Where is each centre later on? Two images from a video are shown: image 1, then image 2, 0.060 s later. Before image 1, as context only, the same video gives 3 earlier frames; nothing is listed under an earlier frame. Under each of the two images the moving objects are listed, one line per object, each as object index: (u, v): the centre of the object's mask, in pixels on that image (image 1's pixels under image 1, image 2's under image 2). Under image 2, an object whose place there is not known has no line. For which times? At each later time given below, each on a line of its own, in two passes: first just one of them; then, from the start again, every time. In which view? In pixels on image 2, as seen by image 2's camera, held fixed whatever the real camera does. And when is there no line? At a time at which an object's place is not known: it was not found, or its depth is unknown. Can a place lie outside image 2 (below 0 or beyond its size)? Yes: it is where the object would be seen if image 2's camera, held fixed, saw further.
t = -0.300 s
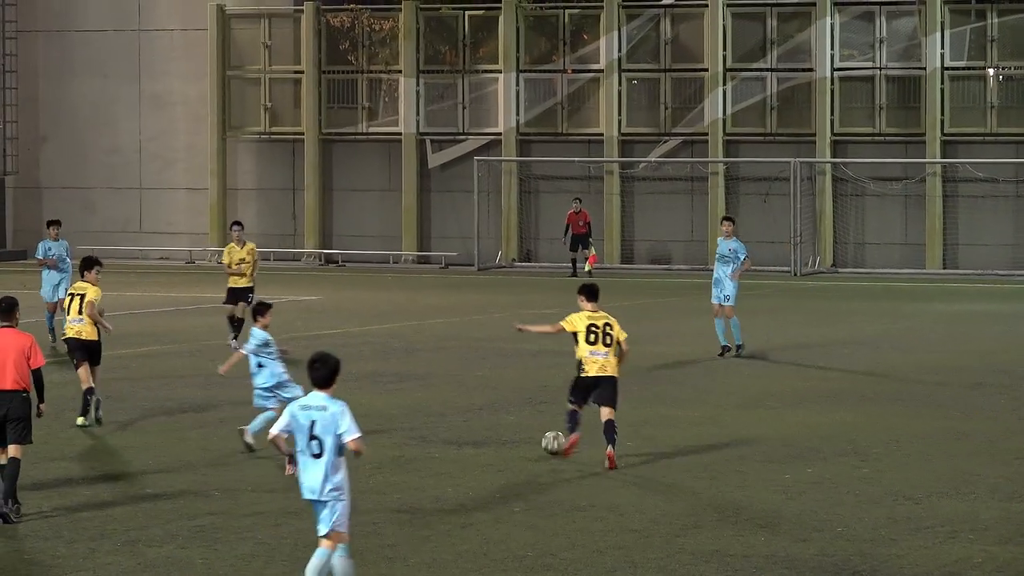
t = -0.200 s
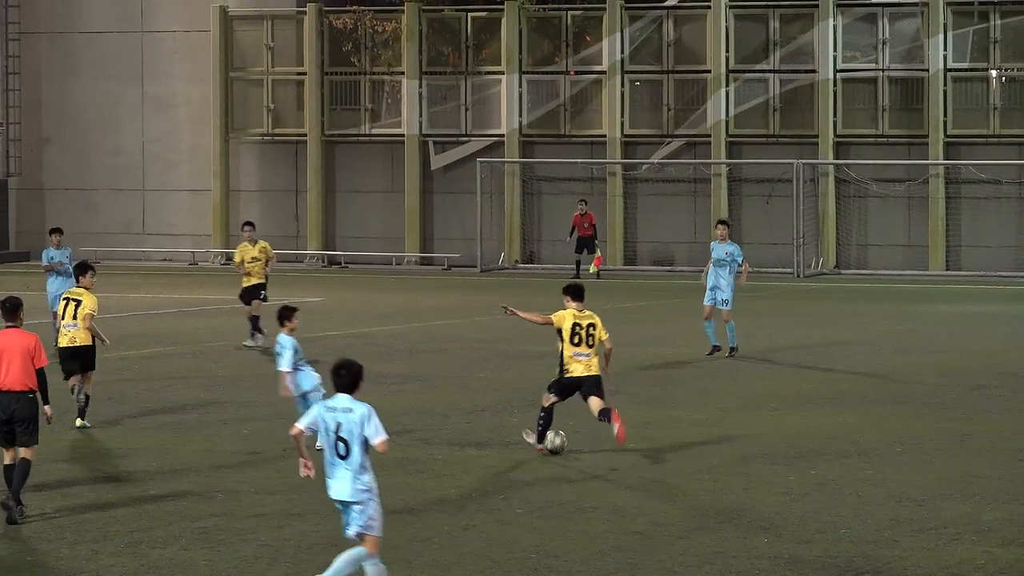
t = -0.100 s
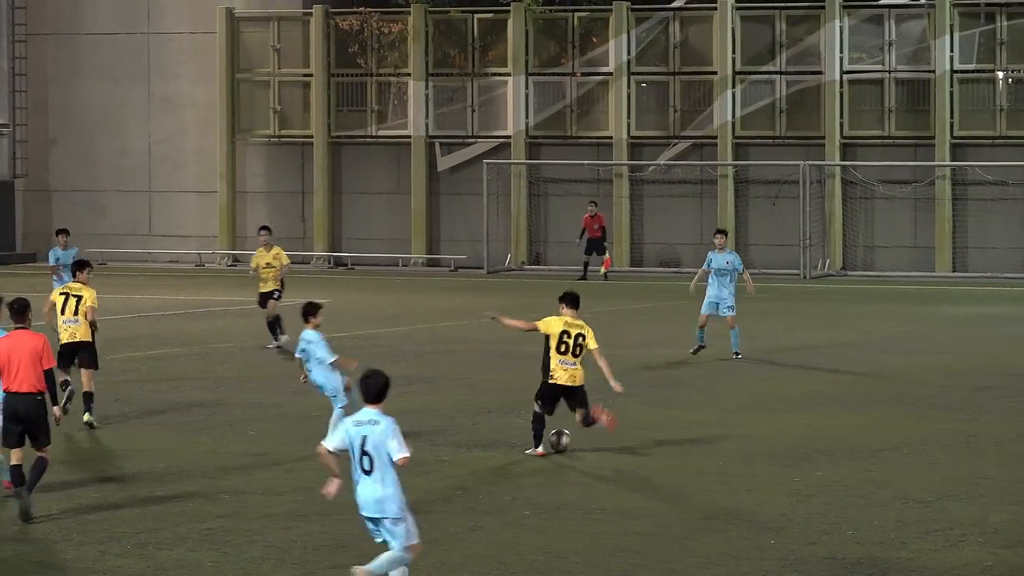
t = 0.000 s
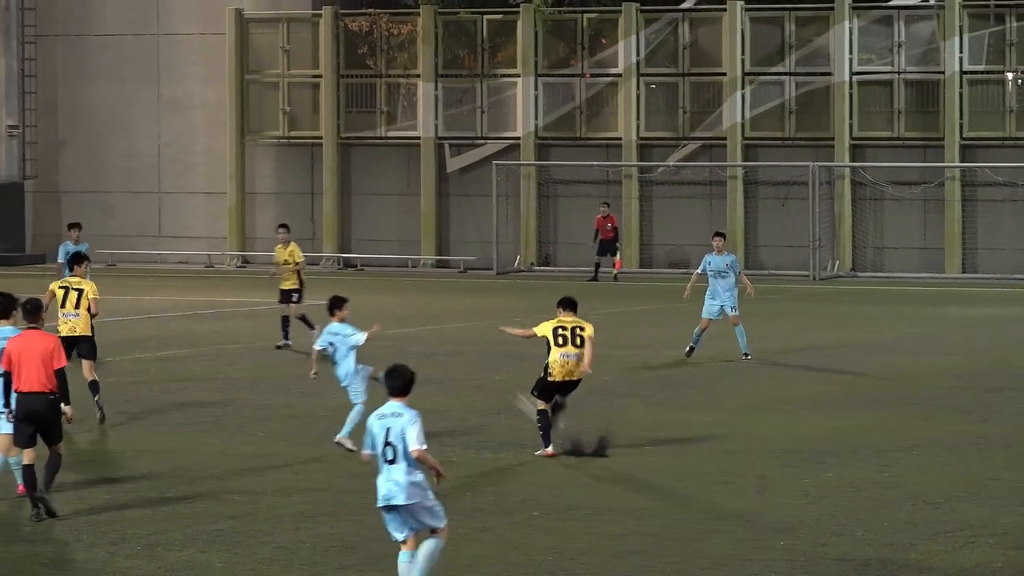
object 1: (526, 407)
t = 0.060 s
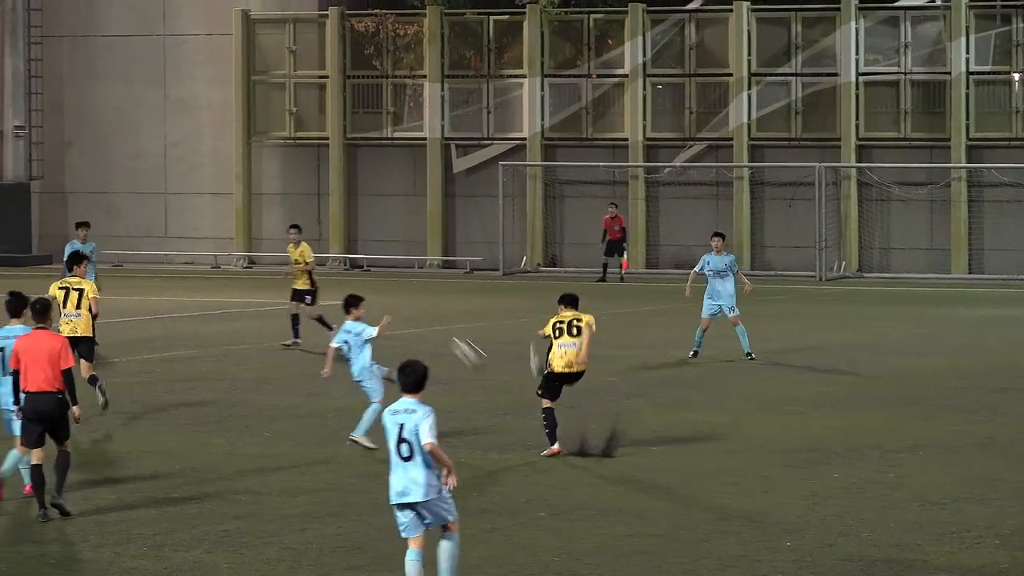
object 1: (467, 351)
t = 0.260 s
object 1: (258, 207)
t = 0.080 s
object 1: (445, 335)
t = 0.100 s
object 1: (424, 318)
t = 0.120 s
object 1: (401, 302)
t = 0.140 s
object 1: (380, 287)
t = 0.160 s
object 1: (359, 270)
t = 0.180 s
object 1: (339, 258)
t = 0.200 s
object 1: (317, 243)
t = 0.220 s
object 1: (298, 231)
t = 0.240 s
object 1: (278, 220)
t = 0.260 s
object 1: (258, 207)
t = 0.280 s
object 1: (238, 196)
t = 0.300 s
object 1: (220, 187)
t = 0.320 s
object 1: (201, 176)
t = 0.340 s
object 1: (183, 167)
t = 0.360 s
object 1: (163, 157)
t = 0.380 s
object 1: (145, 149)
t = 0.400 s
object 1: (126, 141)
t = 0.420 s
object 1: (107, 132)
